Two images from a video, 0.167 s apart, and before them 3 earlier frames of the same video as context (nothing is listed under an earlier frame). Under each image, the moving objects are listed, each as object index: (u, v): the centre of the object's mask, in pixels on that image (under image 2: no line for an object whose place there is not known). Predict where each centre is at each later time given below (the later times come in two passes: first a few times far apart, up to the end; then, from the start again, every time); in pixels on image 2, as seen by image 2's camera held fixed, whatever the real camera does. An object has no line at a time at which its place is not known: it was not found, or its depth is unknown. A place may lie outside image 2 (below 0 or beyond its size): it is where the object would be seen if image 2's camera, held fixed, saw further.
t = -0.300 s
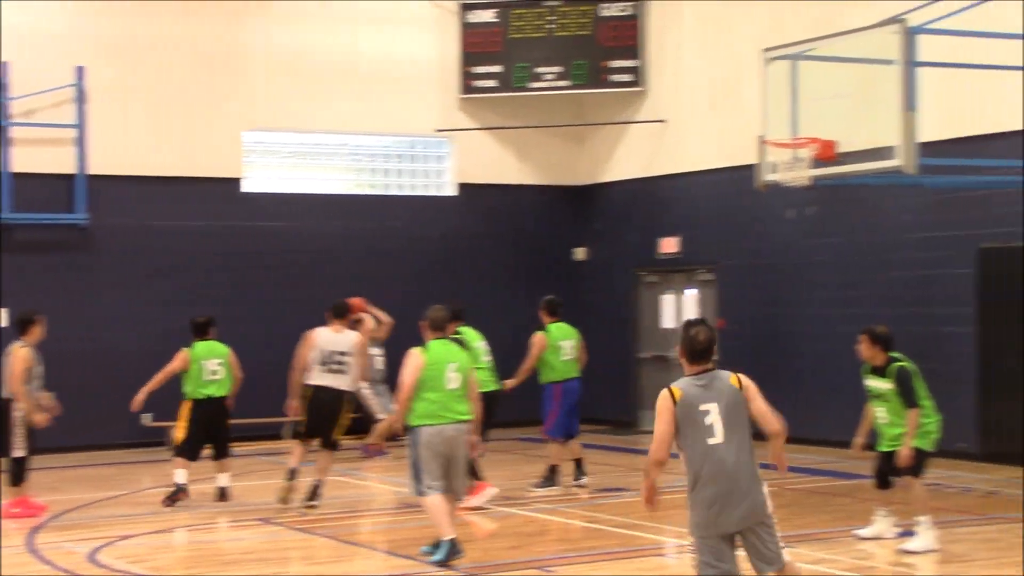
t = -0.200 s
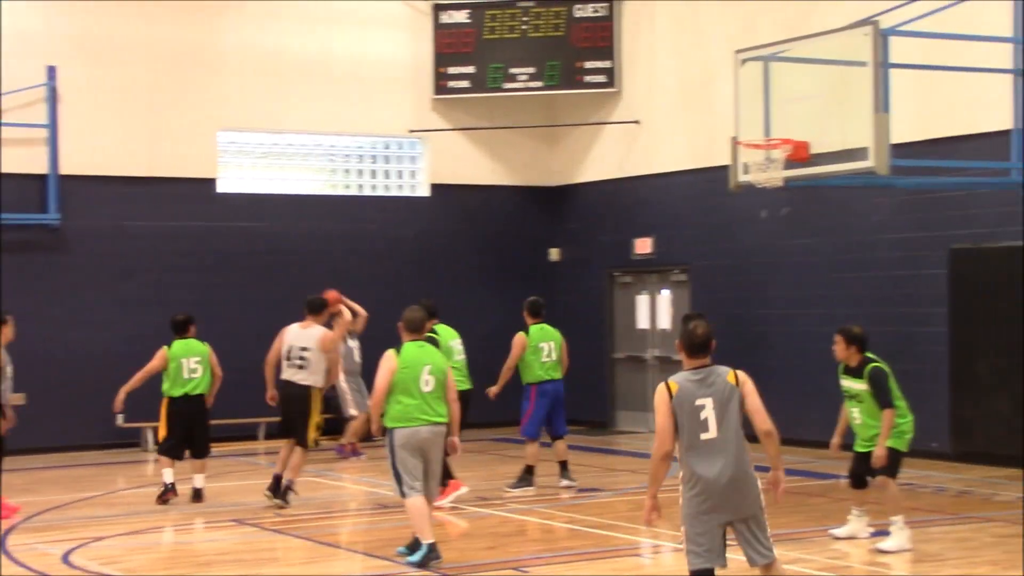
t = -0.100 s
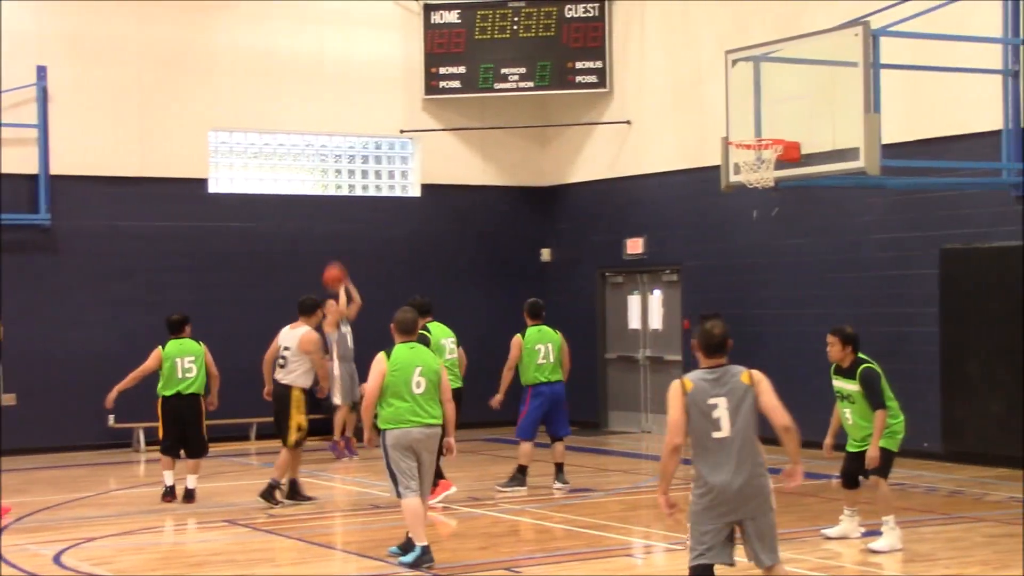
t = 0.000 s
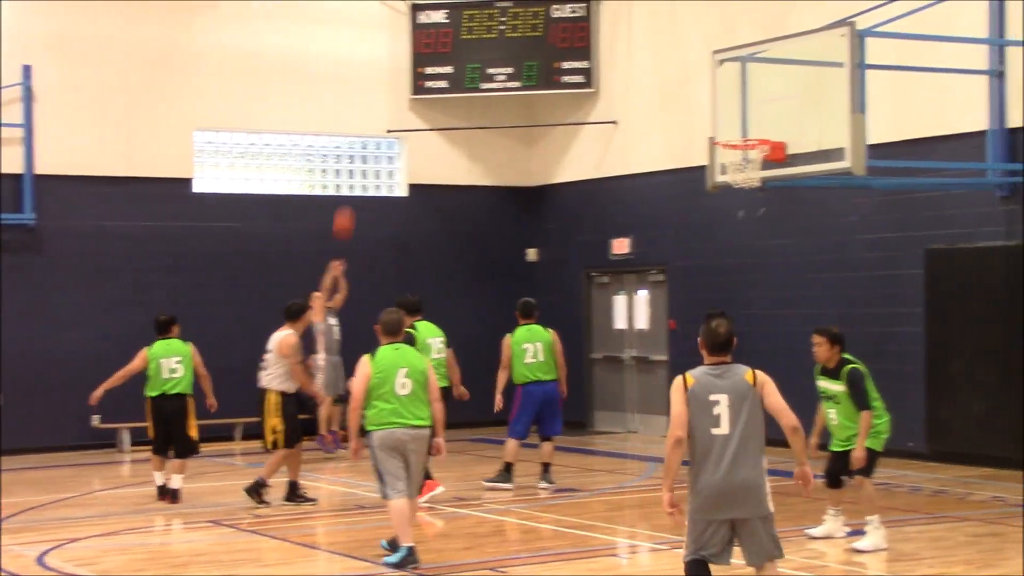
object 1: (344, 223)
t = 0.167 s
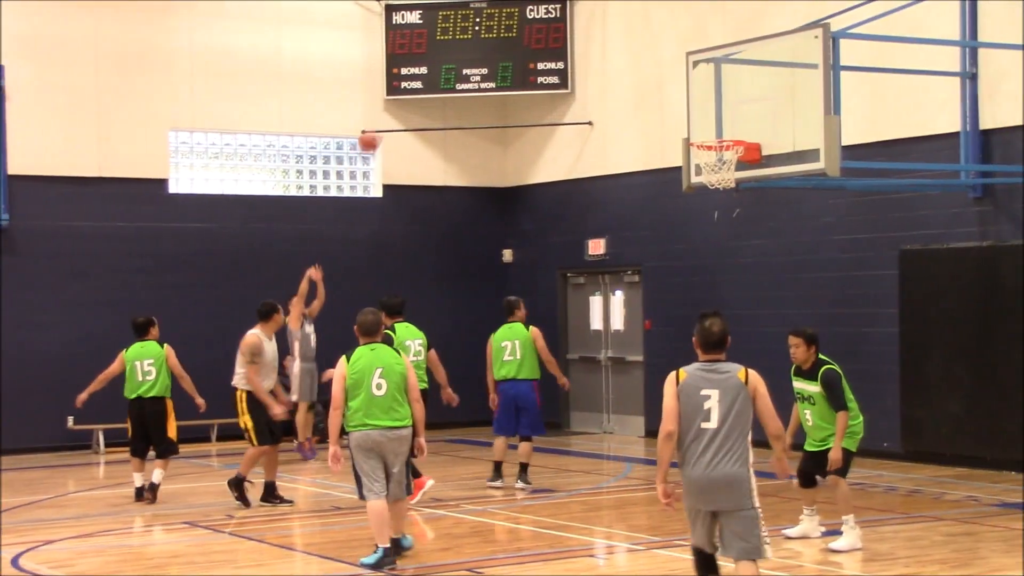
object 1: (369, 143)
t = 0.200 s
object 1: (378, 129)
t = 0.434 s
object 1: (452, 55)
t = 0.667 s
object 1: (532, 33)
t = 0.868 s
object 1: (606, 58)
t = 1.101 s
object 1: (693, 134)
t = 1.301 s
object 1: (644, 99)
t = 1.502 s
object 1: (600, 105)
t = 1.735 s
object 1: (556, 162)
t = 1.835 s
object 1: (538, 201)
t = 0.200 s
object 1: (378, 129)
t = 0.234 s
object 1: (390, 114)
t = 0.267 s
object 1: (399, 103)
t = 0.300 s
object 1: (409, 91)
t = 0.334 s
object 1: (422, 82)
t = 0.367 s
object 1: (431, 72)
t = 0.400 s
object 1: (440, 63)
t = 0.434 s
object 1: (452, 55)
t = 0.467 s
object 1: (462, 50)
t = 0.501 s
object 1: (473, 44)
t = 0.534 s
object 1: (485, 40)
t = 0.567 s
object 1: (498, 36)
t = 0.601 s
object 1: (509, 34)
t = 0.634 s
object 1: (521, 33)
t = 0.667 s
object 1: (532, 33)
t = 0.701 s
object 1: (543, 33)
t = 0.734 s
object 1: (555, 36)
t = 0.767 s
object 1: (566, 39)
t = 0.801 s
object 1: (580, 44)
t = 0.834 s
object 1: (594, 51)
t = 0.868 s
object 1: (606, 58)
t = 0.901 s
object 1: (619, 67)
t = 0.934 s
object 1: (633, 77)
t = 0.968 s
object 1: (646, 88)
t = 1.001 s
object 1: (660, 101)
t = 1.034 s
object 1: (674, 114)
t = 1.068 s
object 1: (689, 131)
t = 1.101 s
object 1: (693, 134)
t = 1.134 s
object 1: (685, 126)
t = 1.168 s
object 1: (676, 118)
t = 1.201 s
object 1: (667, 111)
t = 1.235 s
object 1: (659, 106)
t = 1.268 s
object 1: (652, 102)
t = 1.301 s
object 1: (644, 99)
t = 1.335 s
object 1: (636, 97)
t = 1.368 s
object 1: (629, 96)
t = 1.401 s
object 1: (622, 97)
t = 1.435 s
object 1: (614, 99)
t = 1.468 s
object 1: (607, 102)
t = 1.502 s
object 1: (600, 105)
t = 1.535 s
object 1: (593, 111)
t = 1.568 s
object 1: (587, 117)
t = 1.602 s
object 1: (581, 124)
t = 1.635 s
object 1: (574, 132)
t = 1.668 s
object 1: (568, 140)
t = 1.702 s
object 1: (562, 151)
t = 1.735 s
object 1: (556, 162)
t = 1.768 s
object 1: (550, 175)
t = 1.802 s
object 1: (543, 190)
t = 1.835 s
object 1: (538, 201)
